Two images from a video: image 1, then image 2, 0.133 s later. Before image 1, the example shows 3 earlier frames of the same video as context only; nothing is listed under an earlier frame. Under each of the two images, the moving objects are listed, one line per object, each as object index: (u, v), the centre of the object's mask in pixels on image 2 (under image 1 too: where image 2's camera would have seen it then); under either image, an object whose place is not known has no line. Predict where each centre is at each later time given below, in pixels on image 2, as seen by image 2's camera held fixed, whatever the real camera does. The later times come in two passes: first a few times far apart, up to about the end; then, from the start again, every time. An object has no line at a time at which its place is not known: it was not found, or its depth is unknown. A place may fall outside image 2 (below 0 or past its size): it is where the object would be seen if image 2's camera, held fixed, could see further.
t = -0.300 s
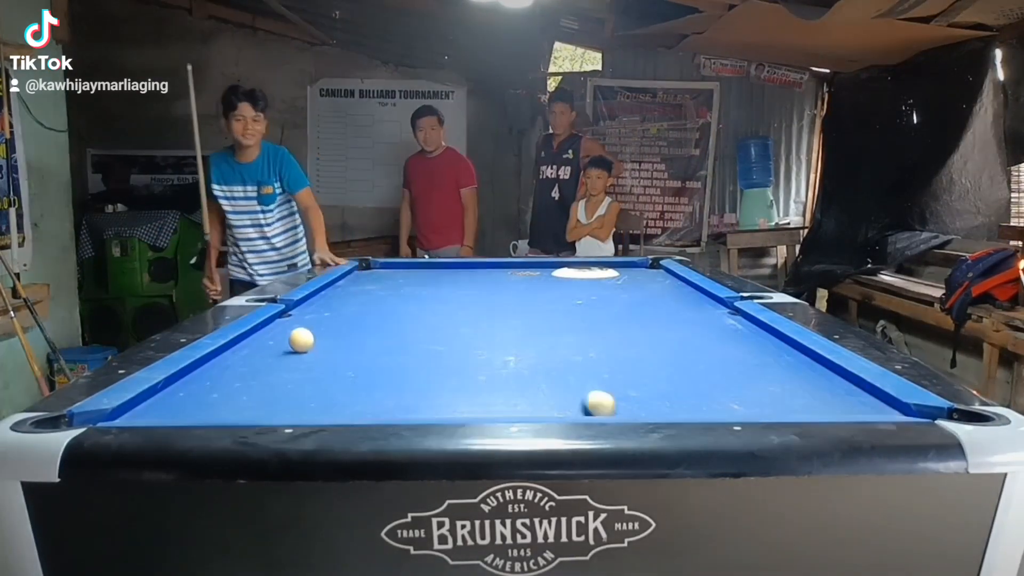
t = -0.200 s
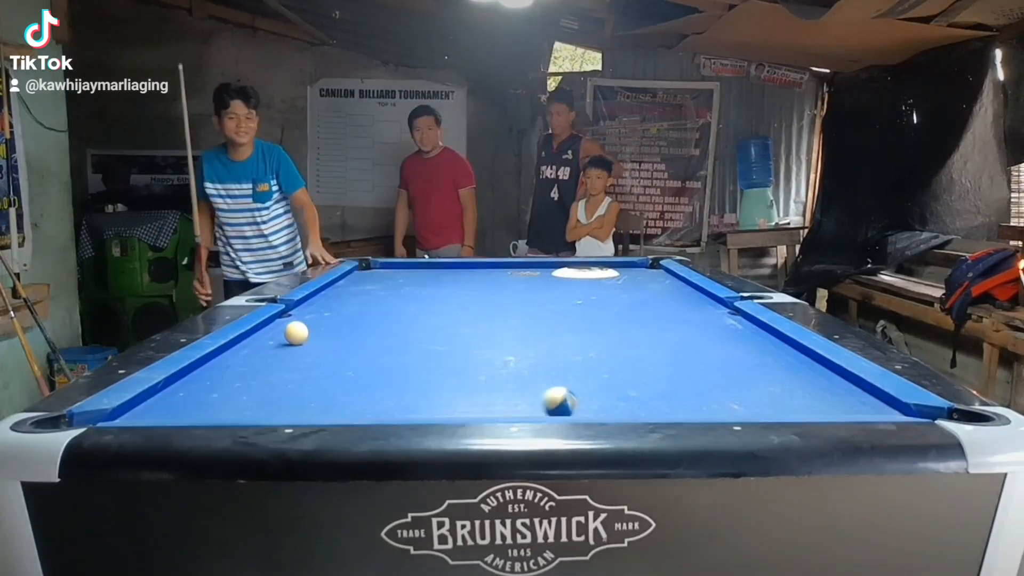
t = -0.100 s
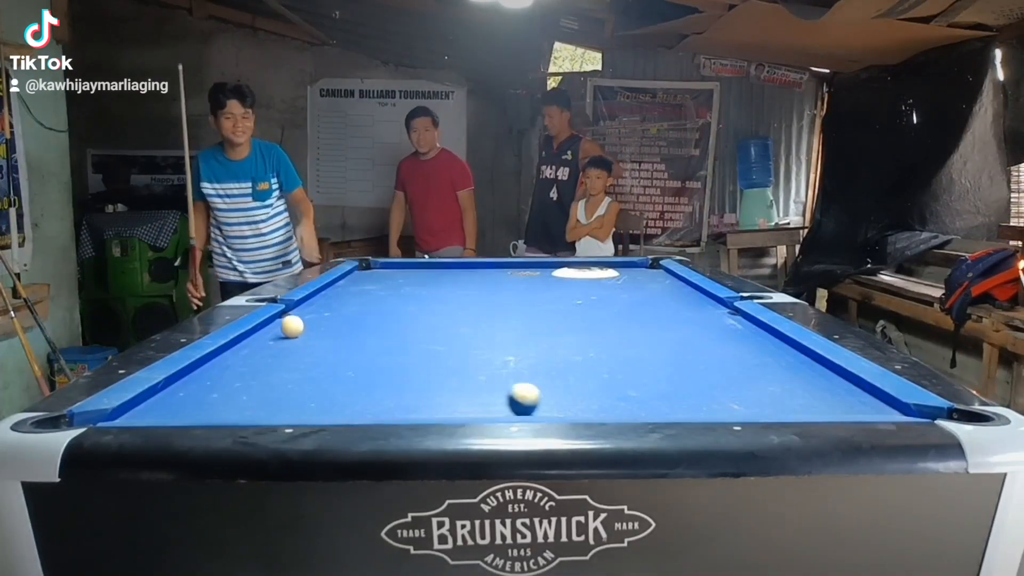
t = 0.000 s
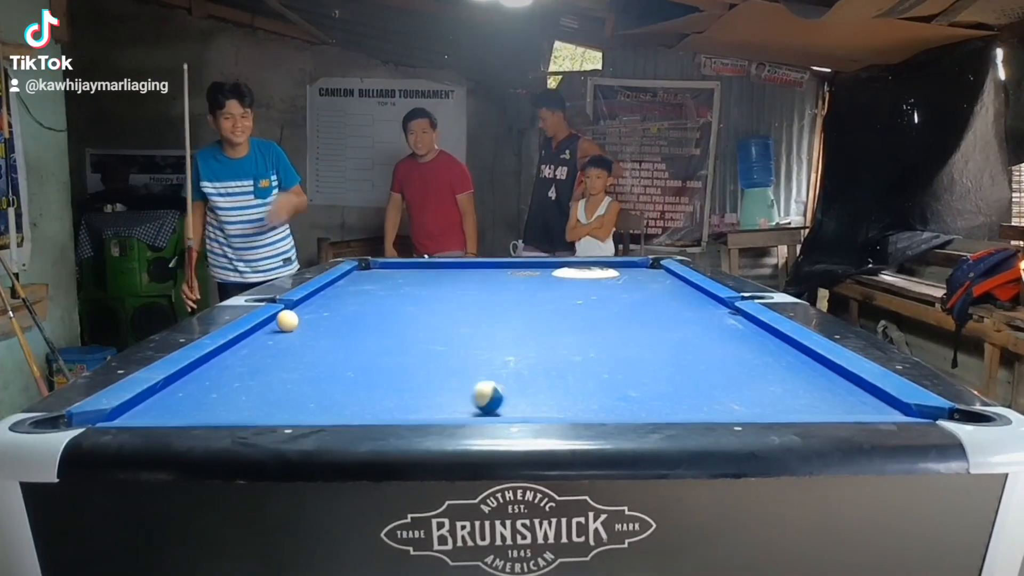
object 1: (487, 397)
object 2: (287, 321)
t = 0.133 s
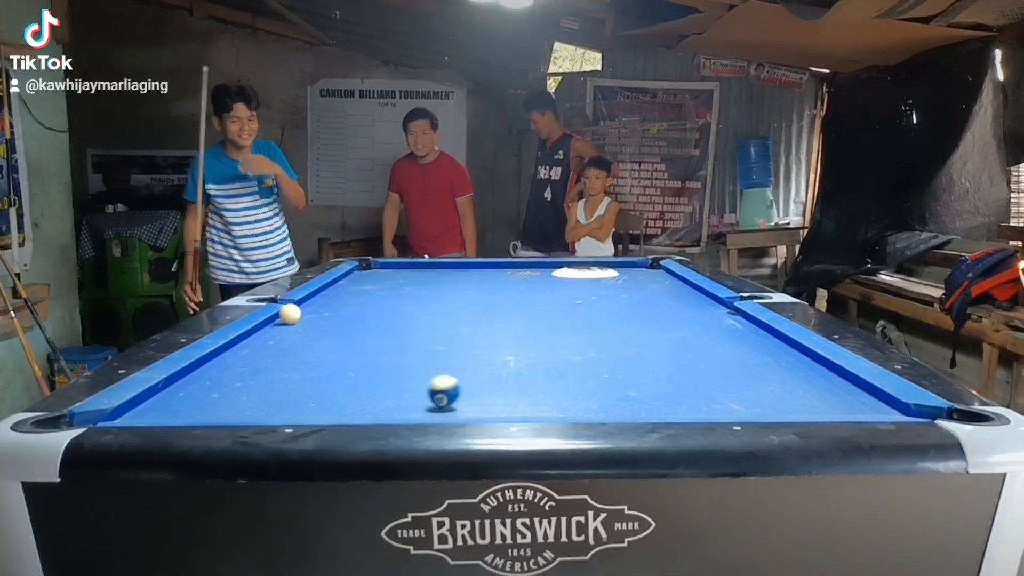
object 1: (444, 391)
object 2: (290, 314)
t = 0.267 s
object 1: (402, 387)
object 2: (306, 309)
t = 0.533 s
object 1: (326, 379)
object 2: (335, 301)
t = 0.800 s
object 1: (257, 373)
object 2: (359, 294)
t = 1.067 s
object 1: (207, 366)
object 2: (380, 288)
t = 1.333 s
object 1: (257, 361)
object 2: (398, 282)
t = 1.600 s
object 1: (302, 356)
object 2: (413, 278)
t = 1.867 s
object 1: (342, 351)
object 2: (427, 274)
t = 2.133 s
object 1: (378, 346)
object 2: (440, 271)
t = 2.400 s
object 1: (410, 343)
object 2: (450, 268)
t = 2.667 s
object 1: (439, 339)
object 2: (461, 265)
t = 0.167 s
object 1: (433, 391)
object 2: (294, 313)
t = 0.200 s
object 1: (423, 390)
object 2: (298, 311)
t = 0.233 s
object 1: (412, 389)
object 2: (302, 310)
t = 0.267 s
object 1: (402, 387)
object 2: (306, 309)
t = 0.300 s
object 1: (393, 386)
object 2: (310, 308)
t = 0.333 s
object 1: (382, 385)
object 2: (314, 307)
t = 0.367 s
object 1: (372, 384)
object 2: (317, 306)
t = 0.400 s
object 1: (364, 384)
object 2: (321, 305)
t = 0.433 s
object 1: (354, 383)
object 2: (325, 304)
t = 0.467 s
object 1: (344, 382)
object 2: (328, 303)
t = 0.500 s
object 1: (335, 380)
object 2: (332, 302)
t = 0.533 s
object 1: (326, 379)
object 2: (335, 301)
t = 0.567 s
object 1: (317, 378)
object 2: (338, 300)
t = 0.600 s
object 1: (308, 378)
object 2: (341, 299)
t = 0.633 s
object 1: (299, 378)
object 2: (343, 298)
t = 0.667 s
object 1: (291, 377)
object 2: (347, 297)
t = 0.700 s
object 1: (282, 376)
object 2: (350, 296)
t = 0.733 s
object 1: (273, 375)
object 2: (353, 296)
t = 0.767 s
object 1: (266, 374)
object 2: (356, 295)
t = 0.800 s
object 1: (257, 373)
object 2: (359, 294)
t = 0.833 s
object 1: (249, 372)
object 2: (362, 293)
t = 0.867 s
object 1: (242, 372)
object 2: (364, 292)
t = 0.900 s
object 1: (234, 371)
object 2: (367, 292)
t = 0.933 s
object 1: (226, 370)
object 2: (370, 291)
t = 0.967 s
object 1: (218, 369)
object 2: (372, 290)
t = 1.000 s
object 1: (210, 368)
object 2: (375, 289)
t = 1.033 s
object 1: (204, 367)
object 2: (377, 289)
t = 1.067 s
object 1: (207, 366)
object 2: (380, 288)
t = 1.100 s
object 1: (214, 366)
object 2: (382, 287)
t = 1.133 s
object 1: (220, 365)
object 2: (384, 286)
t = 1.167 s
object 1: (226, 365)
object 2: (387, 286)
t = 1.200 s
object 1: (232, 364)
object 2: (389, 285)
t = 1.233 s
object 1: (239, 363)
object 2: (391, 284)
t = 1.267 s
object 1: (245, 362)
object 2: (393, 284)
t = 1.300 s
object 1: (251, 361)
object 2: (396, 283)
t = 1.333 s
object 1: (257, 361)
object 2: (398, 282)
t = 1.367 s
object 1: (263, 361)
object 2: (400, 282)
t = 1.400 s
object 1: (268, 359)
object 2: (401, 281)
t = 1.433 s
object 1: (274, 358)
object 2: (403, 281)
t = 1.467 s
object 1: (280, 358)
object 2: (406, 280)
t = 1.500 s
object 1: (286, 357)
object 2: (408, 280)
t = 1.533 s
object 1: (292, 356)
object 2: (410, 279)
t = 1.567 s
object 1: (297, 356)
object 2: (411, 279)
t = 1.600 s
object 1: (302, 356)
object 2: (413, 278)
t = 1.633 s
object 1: (307, 355)
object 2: (415, 277)
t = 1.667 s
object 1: (312, 354)
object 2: (417, 277)
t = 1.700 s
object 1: (317, 353)
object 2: (419, 276)
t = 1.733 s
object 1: (323, 352)
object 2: (420, 276)
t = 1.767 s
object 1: (328, 352)
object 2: (422, 275)
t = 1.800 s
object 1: (333, 352)
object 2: (424, 275)
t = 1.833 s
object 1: (338, 351)
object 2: (426, 274)
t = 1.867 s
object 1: (342, 351)
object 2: (427, 274)
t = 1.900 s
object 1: (346, 350)
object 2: (429, 273)
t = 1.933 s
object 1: (351, 349)
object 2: (431, 273)
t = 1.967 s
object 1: (356, 349)
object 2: (432, 273)
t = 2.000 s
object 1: (360, 348)
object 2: (434, 272)
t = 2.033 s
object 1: (366, 347)
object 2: (435, 272)
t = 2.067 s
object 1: (370, 347)
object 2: (437, 271)
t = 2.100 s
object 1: (374, 347)
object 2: (438, 271)
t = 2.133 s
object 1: (378, 346)
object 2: (440, 271)
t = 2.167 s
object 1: (382, 346)
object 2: (441, 270)
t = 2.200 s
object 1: (386, 345)
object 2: (442, 270)
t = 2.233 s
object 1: (390, 345)
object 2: (444, 269)
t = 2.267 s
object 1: (394, 344)
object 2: (445, 269)
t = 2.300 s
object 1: (398, 344)
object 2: (447, 269)
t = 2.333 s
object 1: (402, 343)
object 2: (448, 268)
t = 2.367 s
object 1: (406, 343)
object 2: (449, 268)
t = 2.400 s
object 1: (410, 343)
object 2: (450, 268)
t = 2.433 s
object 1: (413, 342)
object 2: (452, 267)
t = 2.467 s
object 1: (417, 342)
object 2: (453, 267)
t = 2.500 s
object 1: (421, 341)
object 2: (455, 267)
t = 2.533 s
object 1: (424, 341)
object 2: (456, 266)
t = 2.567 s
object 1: (428, 340)
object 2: (457, 266)
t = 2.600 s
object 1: (431, 340)
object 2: (458, 265)
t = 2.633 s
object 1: (435, 339)
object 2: (459, 265)
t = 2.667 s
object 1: (439, 339)
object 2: (461, 265)
